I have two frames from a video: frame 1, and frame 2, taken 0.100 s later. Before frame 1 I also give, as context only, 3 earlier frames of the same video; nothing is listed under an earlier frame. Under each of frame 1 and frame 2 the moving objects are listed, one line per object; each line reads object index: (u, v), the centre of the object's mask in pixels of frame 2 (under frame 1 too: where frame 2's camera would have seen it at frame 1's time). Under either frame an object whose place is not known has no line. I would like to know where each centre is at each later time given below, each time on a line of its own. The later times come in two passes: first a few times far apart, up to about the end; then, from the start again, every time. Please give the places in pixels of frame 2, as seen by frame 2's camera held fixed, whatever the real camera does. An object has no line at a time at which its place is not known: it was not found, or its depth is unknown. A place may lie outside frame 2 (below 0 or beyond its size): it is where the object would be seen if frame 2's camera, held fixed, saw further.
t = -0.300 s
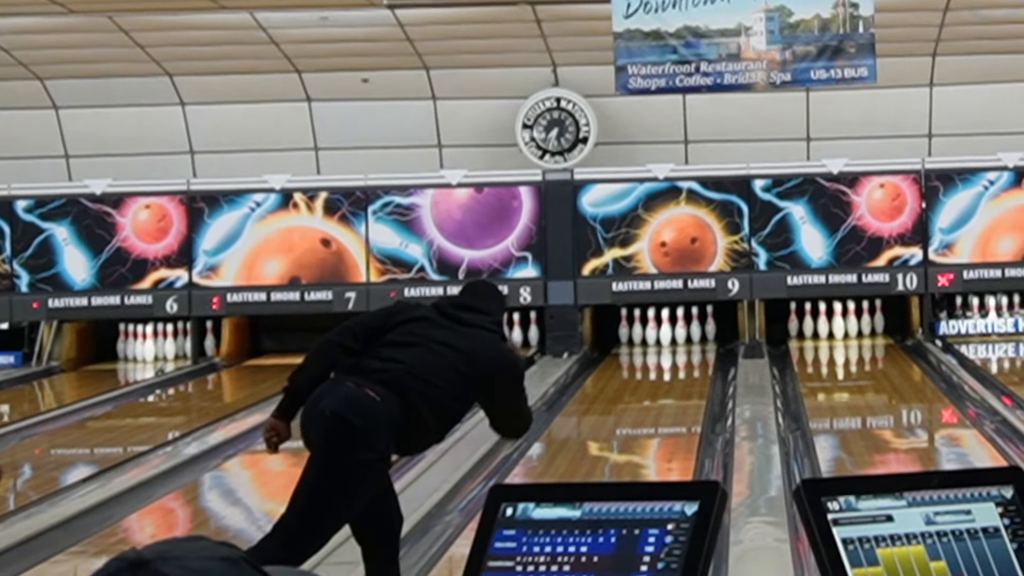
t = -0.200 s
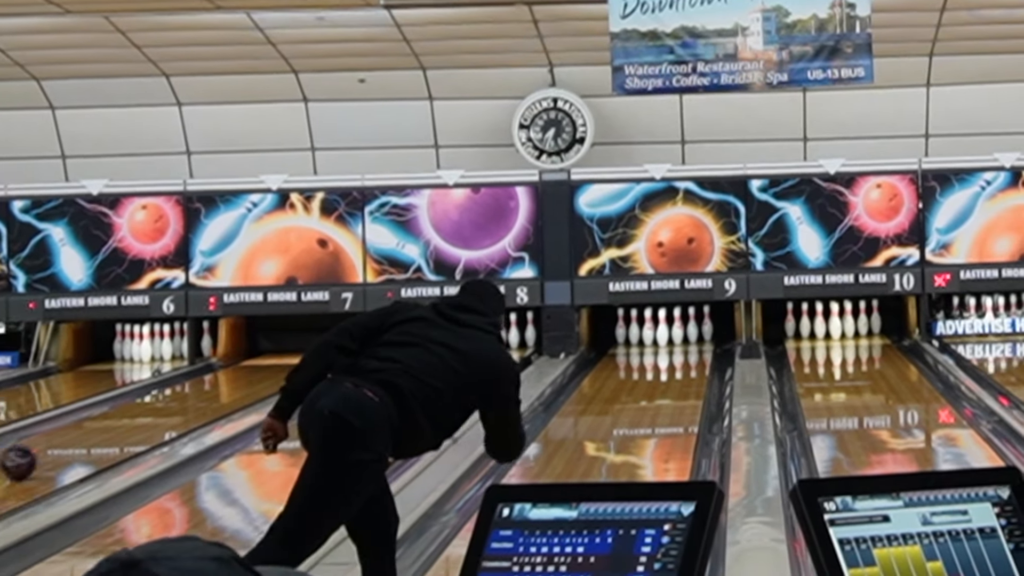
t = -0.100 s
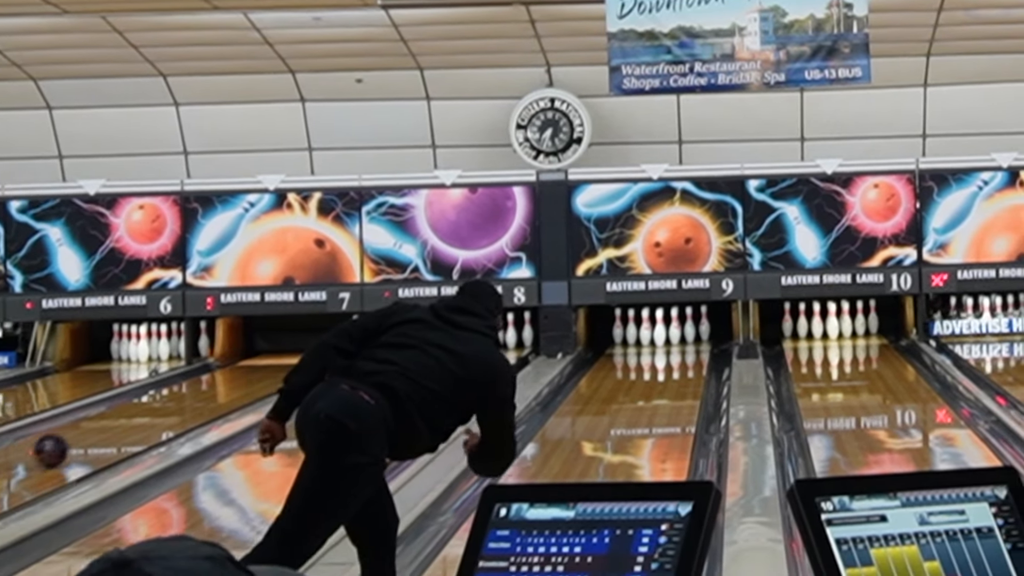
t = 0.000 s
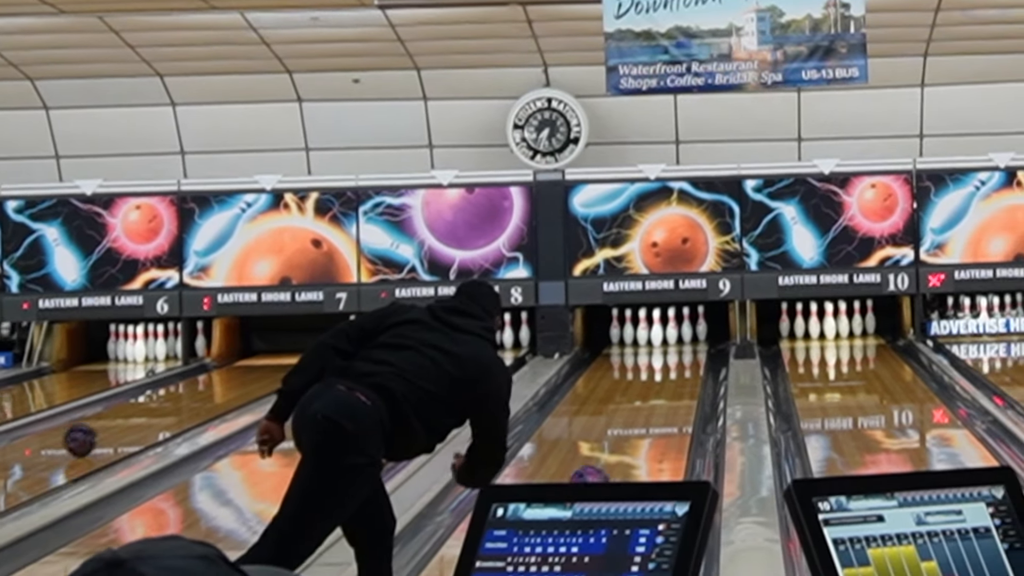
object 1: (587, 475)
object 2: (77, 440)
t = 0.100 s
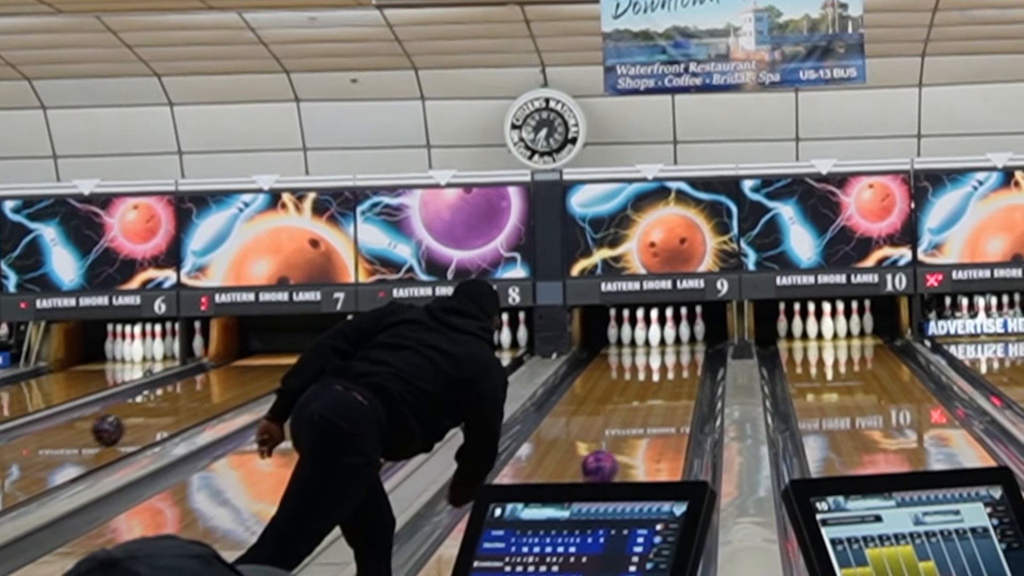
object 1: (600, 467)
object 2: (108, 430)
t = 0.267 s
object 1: (617, 445)
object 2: (154, 415)
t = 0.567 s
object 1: (643, 412)
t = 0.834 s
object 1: (660, 389)
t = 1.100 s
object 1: (671, 371)
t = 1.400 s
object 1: (674, 355)
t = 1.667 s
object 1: (667, 344)
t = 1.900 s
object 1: (653, 337)
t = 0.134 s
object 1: (604, 464)
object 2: (118, 427)
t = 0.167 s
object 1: (607, 460)
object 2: (127, 424)
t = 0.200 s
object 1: (611, 456)
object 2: (136, 421)
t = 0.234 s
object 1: (615, 451)
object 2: (144, 418)
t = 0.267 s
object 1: (617, 445)
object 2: (154, 415)
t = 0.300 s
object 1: (621, 442)
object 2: (162, 412)
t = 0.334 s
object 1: (624, 437)
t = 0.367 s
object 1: (627, 434)
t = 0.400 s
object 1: (630, 429)
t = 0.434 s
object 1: (633, 426)
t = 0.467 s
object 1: (636, 422)
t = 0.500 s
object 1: (638, 419)
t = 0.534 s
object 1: (641, 415)
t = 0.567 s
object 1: (643, 412)
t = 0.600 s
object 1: (646, 409)
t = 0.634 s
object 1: (648, 405)
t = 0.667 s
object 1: (651, 402)
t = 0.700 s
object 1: (652, 398)
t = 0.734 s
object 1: (654, 397)
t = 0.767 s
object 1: (657, 394)
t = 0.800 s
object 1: (658, 392)
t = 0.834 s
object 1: (660, 389)
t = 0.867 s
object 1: (662, 386)
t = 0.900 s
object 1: (663, 384)
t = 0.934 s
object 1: (665, 382)
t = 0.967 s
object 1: (666, 379)
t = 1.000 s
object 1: (667, 377)
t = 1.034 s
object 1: (669, 375)
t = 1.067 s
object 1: (670, 373)
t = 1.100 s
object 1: (671, 371)
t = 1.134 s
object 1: (672, 368)
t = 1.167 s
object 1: (673, 366)
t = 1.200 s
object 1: (673, 365)
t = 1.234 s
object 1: (674, 364)
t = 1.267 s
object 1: (674, 361)
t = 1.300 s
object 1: (675, 359)
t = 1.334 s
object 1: (675, 358)
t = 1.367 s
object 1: (675, 357)
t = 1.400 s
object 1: (674, 355)
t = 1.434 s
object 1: (674, 354)
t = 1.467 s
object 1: (674, 352)
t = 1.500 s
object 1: (673, 351)
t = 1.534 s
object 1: (671, 349)
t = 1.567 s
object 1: (671, 348)
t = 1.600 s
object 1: (670, 348)
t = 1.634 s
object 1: (669, 346)
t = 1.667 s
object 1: (667, 344)
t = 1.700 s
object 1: (665, 343)
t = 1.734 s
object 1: (663, 342)
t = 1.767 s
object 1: (660, 342)
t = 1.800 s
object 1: (657, 340)
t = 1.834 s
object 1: (656, 338)
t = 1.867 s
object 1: (655, 337)
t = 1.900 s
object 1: (653, 337)
